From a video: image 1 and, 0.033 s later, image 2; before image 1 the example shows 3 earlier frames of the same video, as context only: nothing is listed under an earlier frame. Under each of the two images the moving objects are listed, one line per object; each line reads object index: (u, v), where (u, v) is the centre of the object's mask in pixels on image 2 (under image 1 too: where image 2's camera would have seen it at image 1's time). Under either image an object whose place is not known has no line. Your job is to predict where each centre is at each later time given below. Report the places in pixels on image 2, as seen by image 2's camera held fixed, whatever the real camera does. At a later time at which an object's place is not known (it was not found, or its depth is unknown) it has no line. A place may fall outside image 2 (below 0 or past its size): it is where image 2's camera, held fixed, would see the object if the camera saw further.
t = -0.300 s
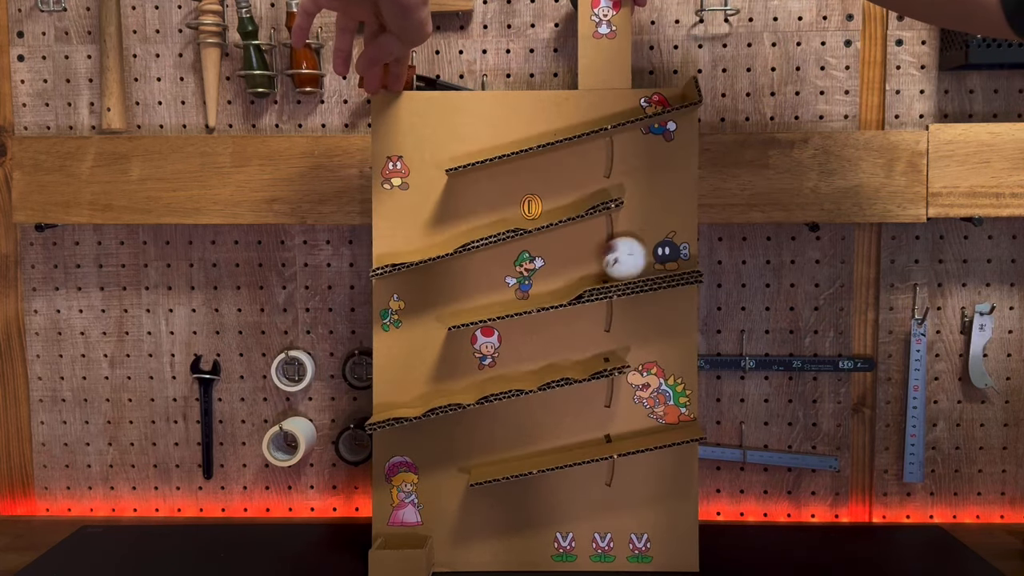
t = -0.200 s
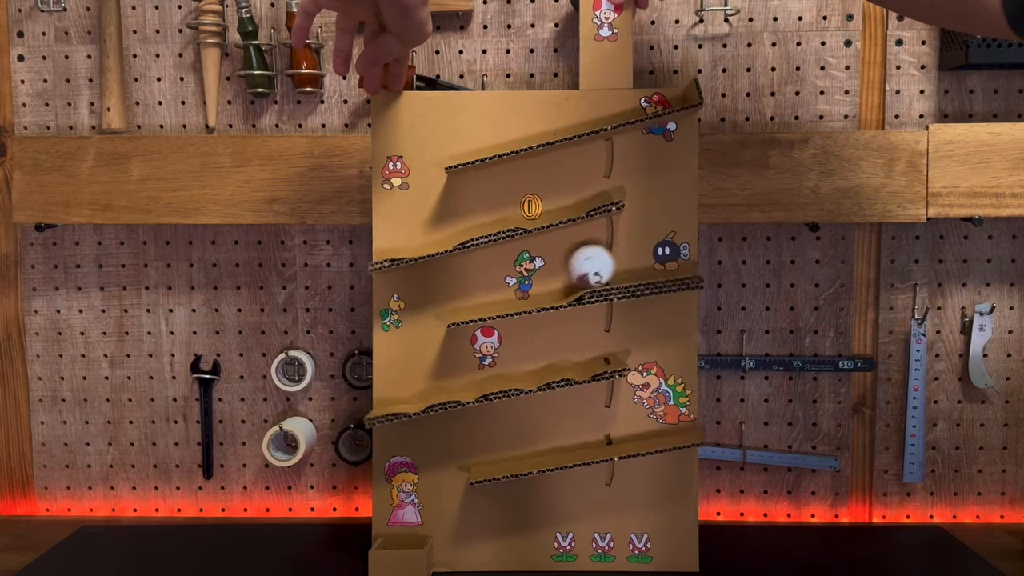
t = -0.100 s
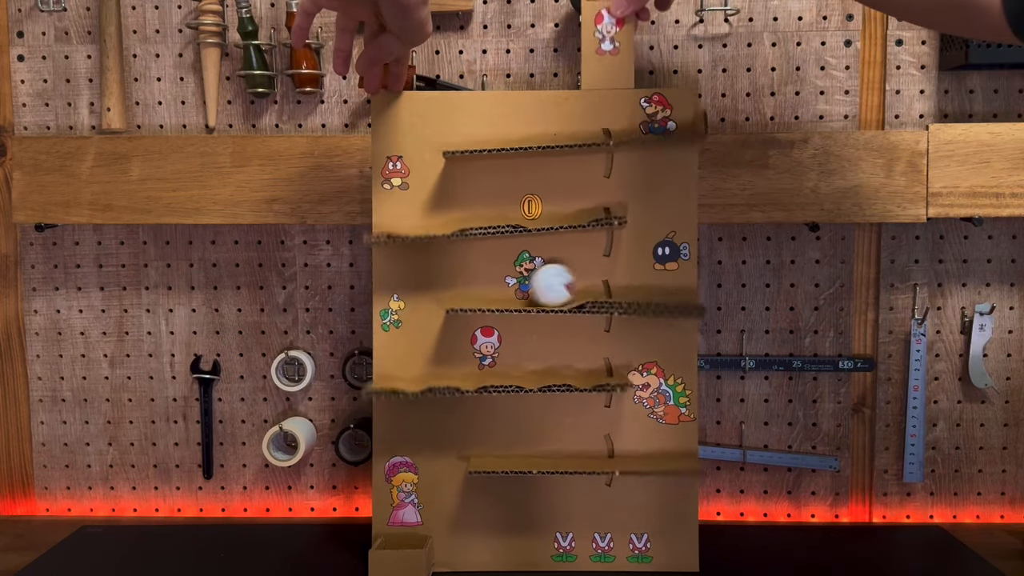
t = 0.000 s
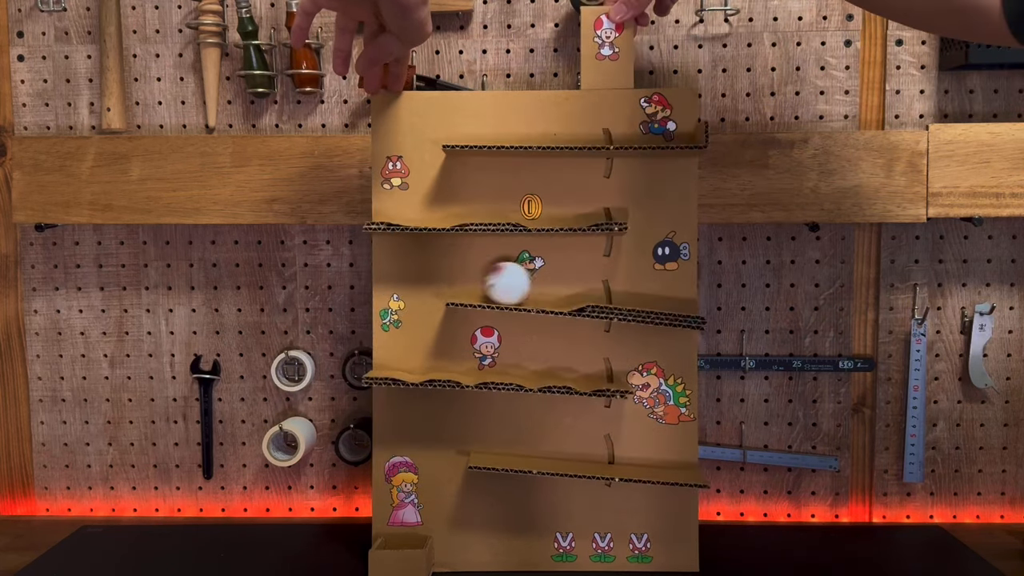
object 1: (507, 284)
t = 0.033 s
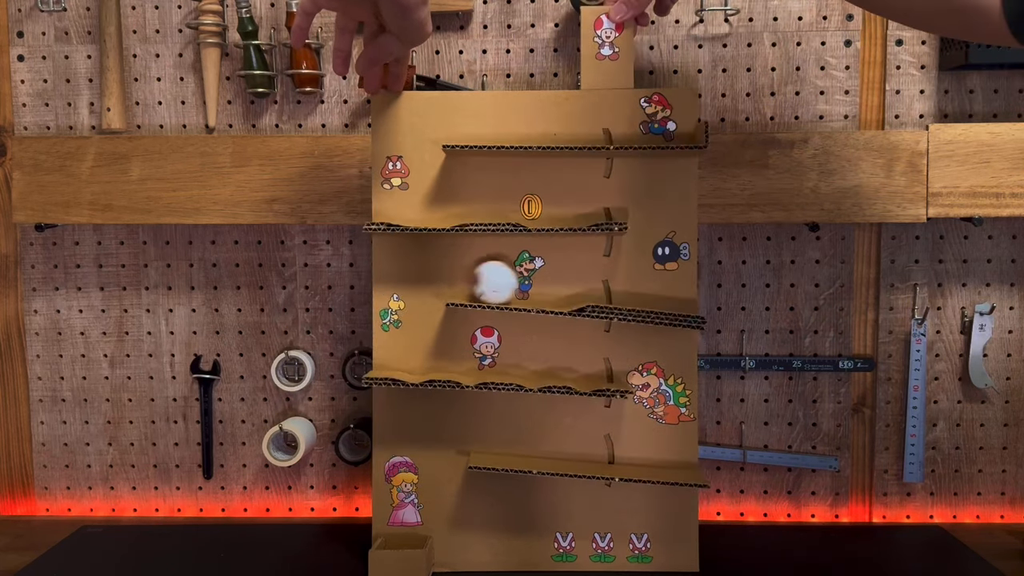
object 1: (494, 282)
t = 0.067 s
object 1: (481, 281)
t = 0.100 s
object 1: (470, 280)
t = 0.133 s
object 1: (459, 280)
